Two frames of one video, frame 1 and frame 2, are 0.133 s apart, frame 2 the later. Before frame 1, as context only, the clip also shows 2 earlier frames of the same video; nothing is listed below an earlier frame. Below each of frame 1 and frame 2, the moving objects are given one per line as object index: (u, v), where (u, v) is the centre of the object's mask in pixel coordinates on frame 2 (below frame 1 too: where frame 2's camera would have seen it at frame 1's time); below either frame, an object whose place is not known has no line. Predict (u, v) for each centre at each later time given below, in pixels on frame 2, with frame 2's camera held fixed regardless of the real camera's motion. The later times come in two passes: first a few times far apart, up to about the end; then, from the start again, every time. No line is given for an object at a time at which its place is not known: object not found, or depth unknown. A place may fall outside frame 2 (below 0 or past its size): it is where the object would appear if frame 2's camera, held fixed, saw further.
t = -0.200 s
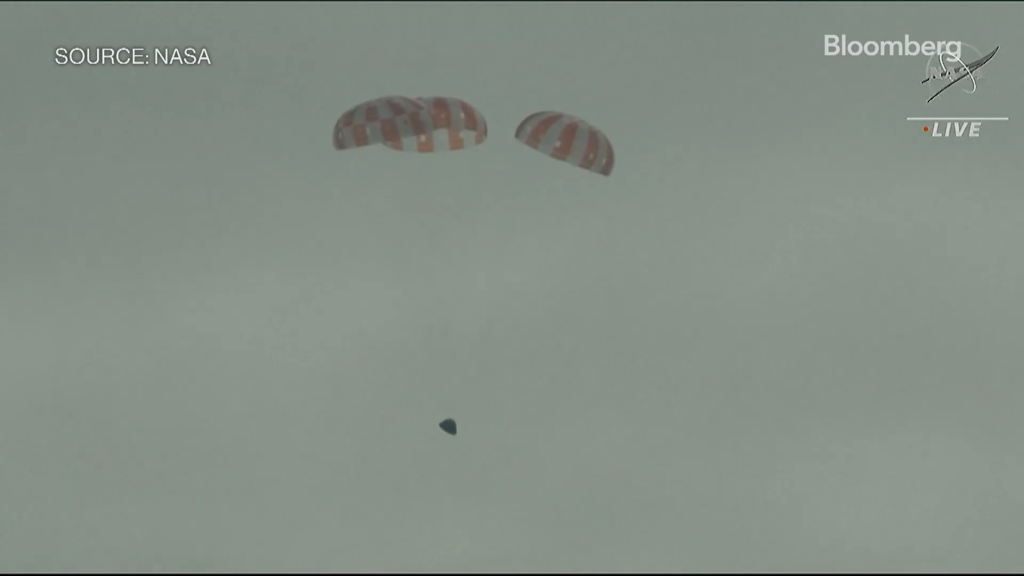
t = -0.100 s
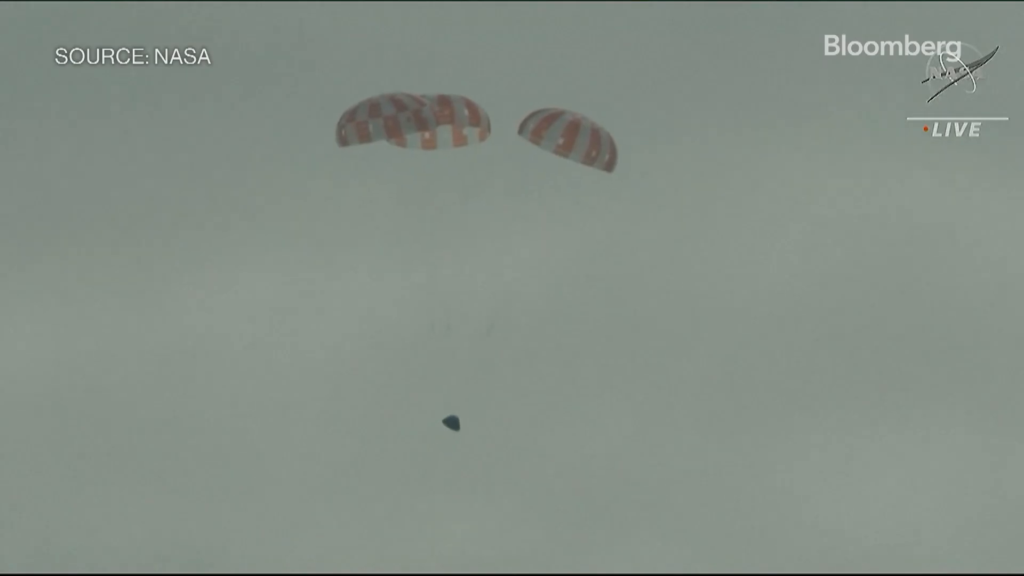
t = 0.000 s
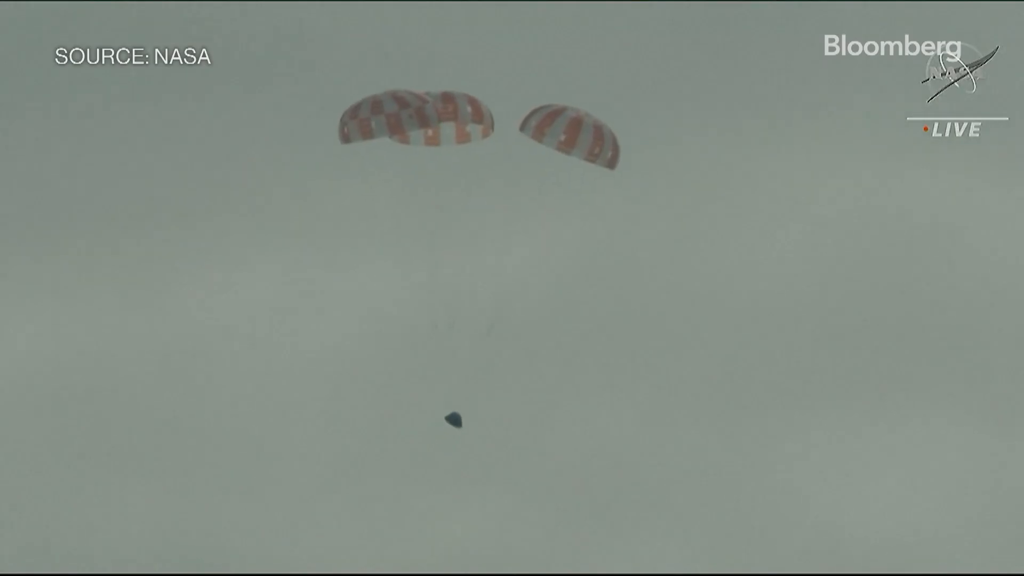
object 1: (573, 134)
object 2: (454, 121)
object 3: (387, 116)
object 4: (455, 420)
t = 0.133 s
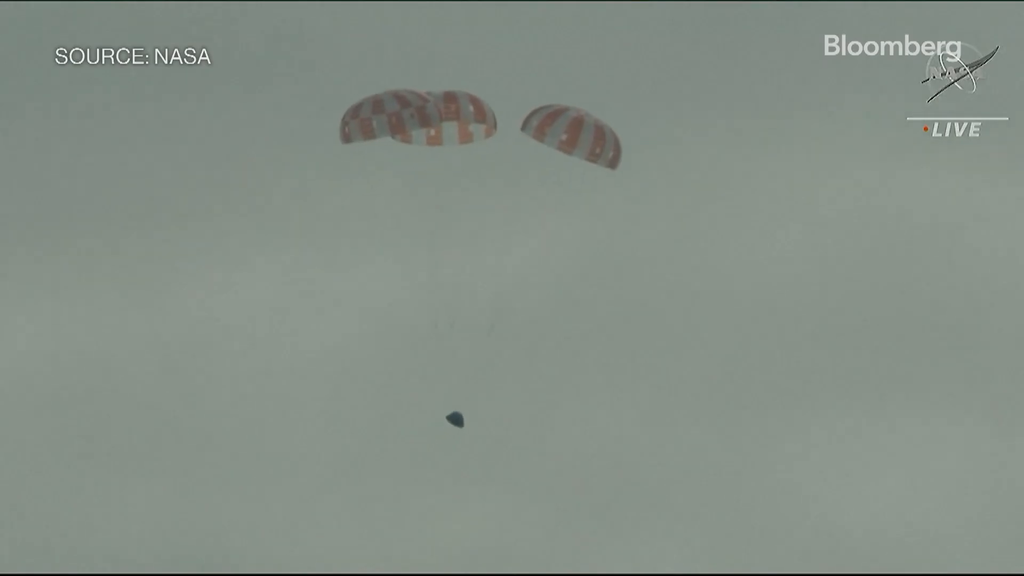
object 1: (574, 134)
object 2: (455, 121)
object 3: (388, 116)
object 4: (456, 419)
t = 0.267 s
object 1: (574, 135)
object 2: (456, 123)
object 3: (388, 117)
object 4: (456, 421)
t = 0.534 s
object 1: (574, 137)
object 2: (458, 126)
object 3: (389, 120)
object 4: (457, 423)
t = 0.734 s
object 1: (581, 136)
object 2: (465, 125)
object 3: (395, 119)
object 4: (463, 421)
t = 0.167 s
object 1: (574, 134)
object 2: (455, 122)
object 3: (388, 116)
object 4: (456, 420)
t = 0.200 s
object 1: (574, 134)
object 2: (456, 122)
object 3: (389, 116)
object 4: (456, 420)
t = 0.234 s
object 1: (574, 135)
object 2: (456, 122)
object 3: (388, 117)
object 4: (456, 420)
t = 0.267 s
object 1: (574, 135)
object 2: (456, 123)
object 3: (388, 117)
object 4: (456, 421)
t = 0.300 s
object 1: (574, 136)
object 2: (456, 124)
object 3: (388, 118)
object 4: (456, 421)
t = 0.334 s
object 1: (574, 136)
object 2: (456, 124)
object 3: (388, 118)
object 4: (456, 421)
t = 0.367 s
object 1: (574, 136)
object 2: (457, 124)
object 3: (388, 118)
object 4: (456, 422)
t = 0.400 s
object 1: (574, 137)
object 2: (457, 125)
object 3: (388, 119)
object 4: (456, 423)
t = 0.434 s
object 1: (574, 137)
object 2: (457, 125)
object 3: (389, 119)
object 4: (456, 423)
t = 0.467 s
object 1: (574, 137)
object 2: (458, 126)
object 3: (389, 119)
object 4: (456, 423)
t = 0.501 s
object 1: (574, 137)
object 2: (458, 126)
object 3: (389, 119)
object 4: (457, 423)
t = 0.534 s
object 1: (574, 137)
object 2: (458, 126)
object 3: (389, 120)
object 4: (457, 423)
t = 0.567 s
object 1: (575, 138)
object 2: (459, 126)
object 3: (390, 120)
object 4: (457, 423)
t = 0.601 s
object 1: (576, 138)
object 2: (460, 126)
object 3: (391, 120)
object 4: (458, 423)
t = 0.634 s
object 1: (576, 138)
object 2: (461, 126)
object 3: (391, 120)
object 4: (459, 423)
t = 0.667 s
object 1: (578, 137)
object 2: (462, 126)
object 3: (392, 119)
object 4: (460, 422)
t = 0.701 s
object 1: (579, 137)
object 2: (463, 126)
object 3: (393, 119)
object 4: (461, 422)
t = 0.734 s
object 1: (581, 136)
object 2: (465, 125)
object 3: (395, 119)
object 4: (463, 421)
